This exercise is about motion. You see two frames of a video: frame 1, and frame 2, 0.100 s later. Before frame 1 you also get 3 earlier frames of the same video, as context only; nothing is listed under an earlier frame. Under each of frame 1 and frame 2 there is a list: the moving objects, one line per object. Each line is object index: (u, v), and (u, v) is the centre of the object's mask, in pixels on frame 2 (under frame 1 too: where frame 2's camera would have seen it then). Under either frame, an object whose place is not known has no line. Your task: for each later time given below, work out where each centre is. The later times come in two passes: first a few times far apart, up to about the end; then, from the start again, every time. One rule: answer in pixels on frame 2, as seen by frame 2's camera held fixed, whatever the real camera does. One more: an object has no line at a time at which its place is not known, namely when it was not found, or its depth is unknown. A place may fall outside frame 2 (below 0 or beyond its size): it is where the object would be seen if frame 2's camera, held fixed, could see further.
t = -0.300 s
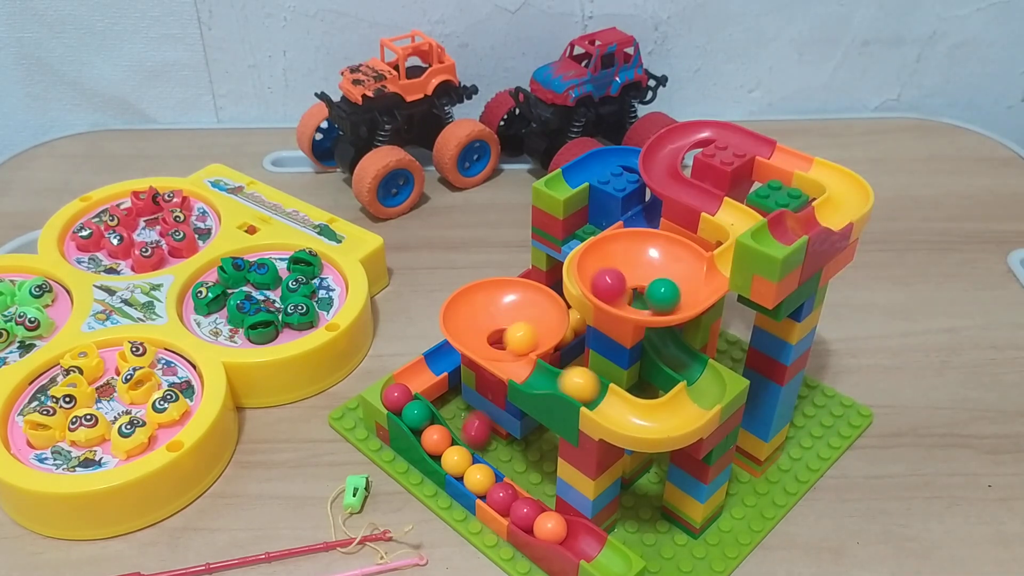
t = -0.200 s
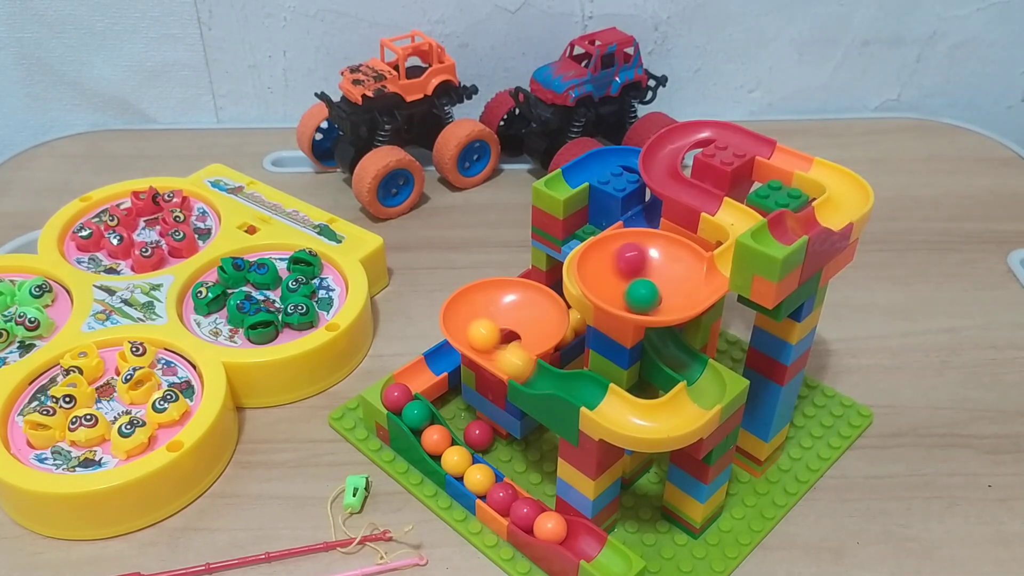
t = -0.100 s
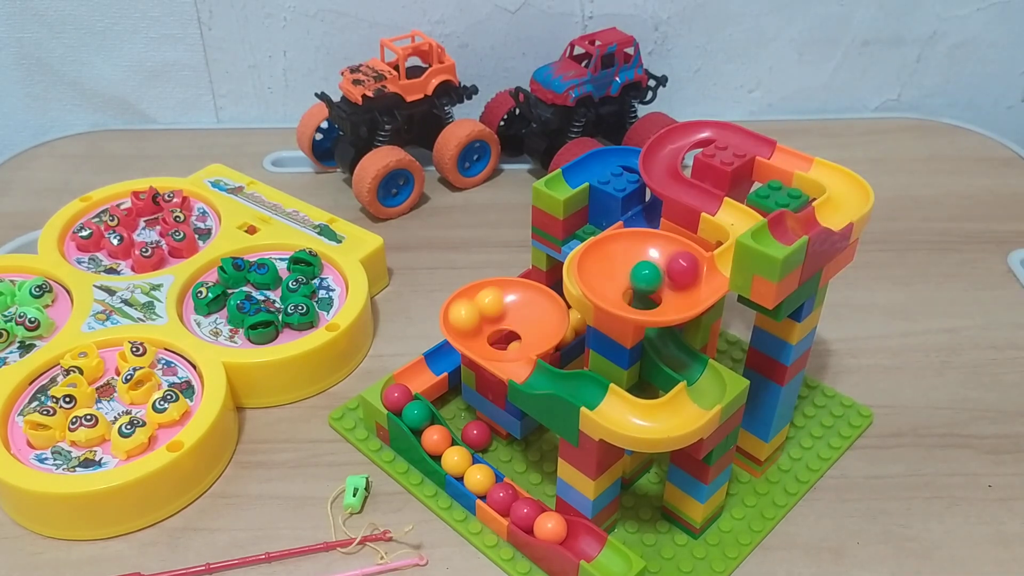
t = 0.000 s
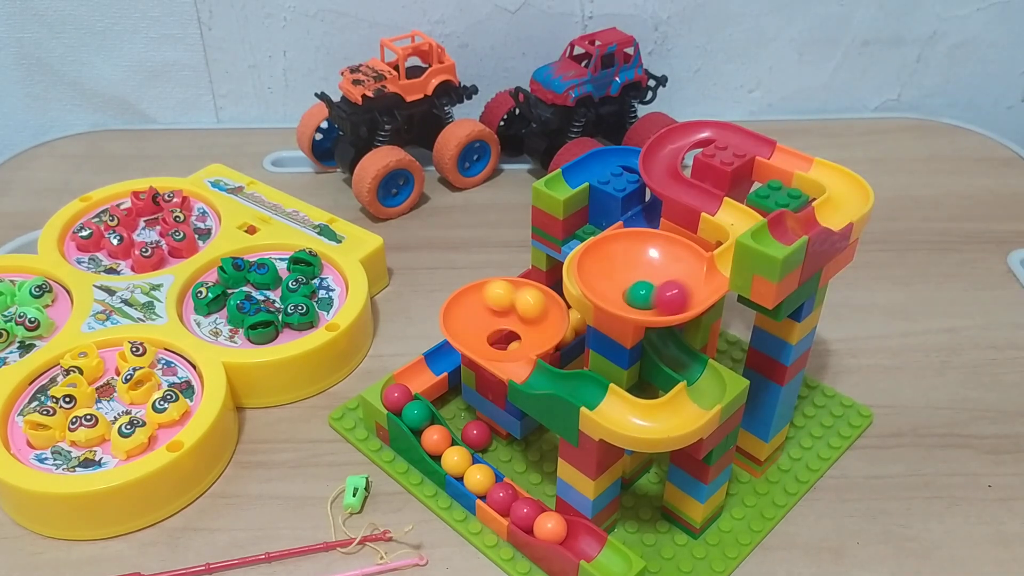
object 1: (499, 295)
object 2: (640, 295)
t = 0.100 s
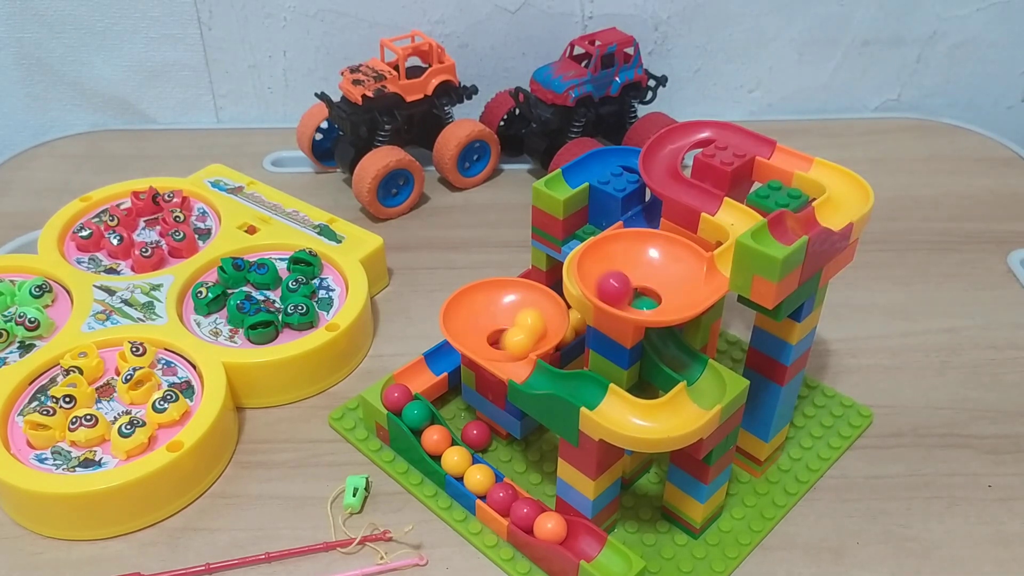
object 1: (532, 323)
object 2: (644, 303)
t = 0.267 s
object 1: (487, 335)
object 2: (698, 398)
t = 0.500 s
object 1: (529, 333)
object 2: (590, 391)
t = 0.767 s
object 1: (494, 300)
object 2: (470, 318)
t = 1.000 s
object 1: (504, 345)
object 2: (529, 329)
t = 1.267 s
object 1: (527, 308)
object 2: (489, 307)
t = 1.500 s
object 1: (478, 325)
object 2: (514, 340)
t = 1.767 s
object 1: (518, 339)
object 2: (511, 310)
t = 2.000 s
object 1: (499, 304)
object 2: (491, 336)
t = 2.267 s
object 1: (489, 340)
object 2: (527, 320)
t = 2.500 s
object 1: (529, 313)
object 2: (483, 324)
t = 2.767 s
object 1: (493, 314)
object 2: (521, 328)
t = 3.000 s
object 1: (502, 335)
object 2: (476, 317)
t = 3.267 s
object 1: (505, 335)
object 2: (527, 314)
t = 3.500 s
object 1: (500, 332)
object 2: (530, 326)
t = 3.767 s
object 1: (499, 331)
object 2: (526, 334)
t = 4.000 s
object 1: (500, 331)
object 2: (529, 330)
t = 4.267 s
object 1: (500, 331)
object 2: (529, 330)
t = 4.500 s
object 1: (500, 331)
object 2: (529, 330)
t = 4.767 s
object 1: (500, 331)
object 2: (529, 330)
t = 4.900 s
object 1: (500, 331)
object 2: (529, 330)
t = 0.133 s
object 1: (527, 336)
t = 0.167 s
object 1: (519, 341)
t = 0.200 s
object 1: (508, 343)
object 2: (694, 367)
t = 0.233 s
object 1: (496, 341)
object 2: (707, 387)
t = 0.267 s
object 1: (487, 335)
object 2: (698, 398)
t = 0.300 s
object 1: (480, 325)
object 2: (686, 408)
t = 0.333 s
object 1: (480, 314)
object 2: (671, 415)
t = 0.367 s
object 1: (496, 302)
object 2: (636, 416)
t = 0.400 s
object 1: (509, 304)
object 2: (619, 410)
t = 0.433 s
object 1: (519, 310)
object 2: (605, 401)
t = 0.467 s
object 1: (528, 321)
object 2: (597, 395)
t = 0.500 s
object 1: (529, 333)
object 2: (590, 391)
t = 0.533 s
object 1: (523, 340)
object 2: (580, 387)
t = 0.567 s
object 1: (512, 344)
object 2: (570, 381)
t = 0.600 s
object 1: (501, 342)
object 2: (554, 379)
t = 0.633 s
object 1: (489, 337)
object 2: (531, 374)
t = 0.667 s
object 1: (481, 329)
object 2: (507, 358)
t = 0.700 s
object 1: (479, 318)
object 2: (489, 344)
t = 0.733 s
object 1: (484, 308)
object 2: (475, 332)
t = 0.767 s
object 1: (494, 300)
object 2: (470, 318)
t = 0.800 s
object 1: (508, 295)
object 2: (471, 307)
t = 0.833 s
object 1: (520, 297)
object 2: (480, 300)
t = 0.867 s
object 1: (529, 308)
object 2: (495, 301)
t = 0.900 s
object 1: (531, 322)
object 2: (509, 304)
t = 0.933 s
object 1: (528, 334)
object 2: (520, 309)
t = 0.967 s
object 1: (517, 342)
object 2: (529, 318)
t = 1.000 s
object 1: (504, 345)
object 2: (529, 329)
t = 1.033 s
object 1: (489, 342)
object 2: (524, 336)
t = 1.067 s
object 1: (480, 335)
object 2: (514, 341)
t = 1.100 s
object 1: (476, 324)
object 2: (503, 341)
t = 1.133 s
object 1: (480, 311)
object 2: (492, 338)
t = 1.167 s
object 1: (490, 300)
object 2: (483, 331)
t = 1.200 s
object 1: (504, 295)
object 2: (480, 322)
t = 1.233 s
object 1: (517, 299)
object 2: (482, 313)
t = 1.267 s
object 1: (527, 308)
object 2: (489, 307)
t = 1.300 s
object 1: (530, 321)
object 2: (499, 305)
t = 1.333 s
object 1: (526, 334)
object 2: (510, 307)
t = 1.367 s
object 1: (516, 341)
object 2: (521, 313)
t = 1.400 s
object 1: (503, 344)
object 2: (527, 322)
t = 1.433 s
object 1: (490, 341)
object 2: (527, 330)
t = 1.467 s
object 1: (481, 335)
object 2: (522, 336)
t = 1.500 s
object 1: (478, 325)
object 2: (514, 340)
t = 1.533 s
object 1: (481, 314)
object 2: (503, 340)
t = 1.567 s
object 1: (491, 304)
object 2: (493, 337)
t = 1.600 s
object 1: (503, 299)
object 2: (485, 330)
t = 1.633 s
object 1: (515, 300)
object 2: (482, 322)
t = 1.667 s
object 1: (525, 309)
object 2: (485, 313)
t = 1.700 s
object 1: (530, 320)
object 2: (492, 307)
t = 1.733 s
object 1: (527, 331)
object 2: (501, 306)
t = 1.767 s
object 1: (518, 339)
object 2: (511, 310)
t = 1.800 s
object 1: (506, 342)
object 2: (520, 316)
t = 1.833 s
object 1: (493, 341)
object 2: (524, 325)
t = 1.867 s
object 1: (483, 336)
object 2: (524, 332)
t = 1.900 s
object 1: (478, 328)
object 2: (518, 337)
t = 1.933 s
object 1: (479, 318)
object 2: (509, 340)
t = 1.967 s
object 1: (487, 309)
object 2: (500, 339)
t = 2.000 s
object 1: (499, 304)
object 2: (491, 336)
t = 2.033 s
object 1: (511, 303)
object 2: (484, 329)
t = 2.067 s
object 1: (523, 308)
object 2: (482, 320)
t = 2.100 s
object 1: (529, 316)
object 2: (485, 311)
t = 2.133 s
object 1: (528, 327)
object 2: (493, 305)
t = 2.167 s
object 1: (522, 335)
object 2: (503, 304)
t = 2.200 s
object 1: (511, 340)
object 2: (512, 308)
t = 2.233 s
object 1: (499, 341)
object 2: (521, 314)
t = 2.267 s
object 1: (489, 340)
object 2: (527, 320)
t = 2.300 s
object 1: (484, 338)
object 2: (530, 328)
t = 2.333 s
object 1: (483, 335)
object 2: (527, 334)
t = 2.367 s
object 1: (486, 329)
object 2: (519, 339)
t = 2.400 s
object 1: (492, 321)
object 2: (507, 340)
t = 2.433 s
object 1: (510, 315)
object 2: (497, 338)
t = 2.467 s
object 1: (520, 314)
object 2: (488, 332)
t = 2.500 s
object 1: (529, 313)
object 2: (483, 324)
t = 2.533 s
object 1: (531, 316)
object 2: (484, 315)
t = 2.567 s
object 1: (529, 321)
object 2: (490, 309)
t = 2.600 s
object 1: (519, 328)
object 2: (498, 306)
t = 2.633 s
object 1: (506, 334)
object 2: (509, 307)
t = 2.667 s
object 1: (495, 330)
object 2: (516, 310)
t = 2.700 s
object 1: (491, 323)
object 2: (521, 314)
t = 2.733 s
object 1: (490, 317)
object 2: (523, 321)
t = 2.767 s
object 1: (493, 314)
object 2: (521, 328)
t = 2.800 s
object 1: (497, 312)
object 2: (512, 334)
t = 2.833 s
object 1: (503, 312)
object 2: (501, 336)
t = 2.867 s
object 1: (509, 317)
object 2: (489, 335)
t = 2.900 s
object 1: (511, 325)
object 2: (483, 331)
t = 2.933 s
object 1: (509, 333)
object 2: (478, 327)
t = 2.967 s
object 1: (505, 335)
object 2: (475, 322)
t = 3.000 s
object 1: (502, 335)
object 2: (476, 317)
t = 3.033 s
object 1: (503, 335)
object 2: (481, 313)
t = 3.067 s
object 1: (505, 335)
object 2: (488, 310)
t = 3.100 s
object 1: (506, 334)
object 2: (497, 307)
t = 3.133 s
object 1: (507, 334)
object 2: (506, 305)
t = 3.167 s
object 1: (507, 334)
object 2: (514, 306)
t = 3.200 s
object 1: (507, 334)
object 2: (520, 308)
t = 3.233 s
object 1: (506, 335)
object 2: (525, 311)
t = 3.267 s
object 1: (505, 335)
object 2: (527, 314)
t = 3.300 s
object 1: (503, 335)
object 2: (528, 316)
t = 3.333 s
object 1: (501, 334)
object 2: (528, 318)
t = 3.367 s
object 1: (500, 333)
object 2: (529, 319)
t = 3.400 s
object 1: (500, 332)
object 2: (530, 321)
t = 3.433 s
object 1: (500, 332)
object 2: (530, 322)
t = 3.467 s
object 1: (500, 332)
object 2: (530, 324)
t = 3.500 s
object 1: (500, 332)
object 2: (530, 326)
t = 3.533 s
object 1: (500, 332)
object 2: (530, 328)
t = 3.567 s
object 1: (500, 332)
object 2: (529, 329)
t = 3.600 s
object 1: (500, 332)
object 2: (529, 330)
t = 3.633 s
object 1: (499, 332)
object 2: (528, 331)
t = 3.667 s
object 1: (499, 331)
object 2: (526, 334)
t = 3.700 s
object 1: (499, 331)
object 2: (526, 334)
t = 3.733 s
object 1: (499, 331)
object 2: (526, 334)
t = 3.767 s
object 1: (499, 331)
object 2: (526, 334)
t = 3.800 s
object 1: (499, 331)
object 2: (526, 334)
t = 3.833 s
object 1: (499, 331)
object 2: (527, 333)
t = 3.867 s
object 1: (499, 331)
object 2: (527, 333)
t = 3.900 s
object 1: (500, 331)
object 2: (528, 332)
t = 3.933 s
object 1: (500, 331)
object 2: (529, 331)
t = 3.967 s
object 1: (500, 331)
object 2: (529, 330)
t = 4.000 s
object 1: (500, 331)
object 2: (529, 330)
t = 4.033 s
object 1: (500, 331)
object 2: (529, 330)
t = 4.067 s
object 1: (500, 331)
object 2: (529, 330)
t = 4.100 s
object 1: (500, 331)
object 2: (529, 330)
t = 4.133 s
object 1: (500, 331)
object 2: (529, 330)
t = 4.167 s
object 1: (500, 331)
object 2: (529, 330)
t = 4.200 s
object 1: (500, 331)
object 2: (529, 330)
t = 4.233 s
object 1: (500, 331)
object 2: (529, 330)
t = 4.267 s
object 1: (500, 331)
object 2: (529, 330)
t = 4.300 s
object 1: (500, 331)
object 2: (529, 330)
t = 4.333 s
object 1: (500, 331)
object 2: (529, 330)
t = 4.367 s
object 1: (500, 331)
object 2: (529, 330)
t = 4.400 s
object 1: (500, 331)
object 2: (529, 330)
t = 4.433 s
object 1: (500, 331)
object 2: (529, 330)
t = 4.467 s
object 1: (500, 331)
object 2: (529, 330)
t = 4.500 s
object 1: (500, 331)
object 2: (529, 330)
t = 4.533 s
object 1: (500, 331)
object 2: (529, 330)
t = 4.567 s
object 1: (500, 331)
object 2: (529, 330)
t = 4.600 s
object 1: (500, 331)
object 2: (529, 330)
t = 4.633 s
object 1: (500, 331)
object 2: (529, 330)
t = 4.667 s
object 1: (500, 331)
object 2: (529, 330)
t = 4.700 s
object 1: (500, 331)
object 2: (529, 330)
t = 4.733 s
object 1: (500, 331)
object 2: (529, 330)
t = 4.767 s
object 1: (500, 331)
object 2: (529, 330)
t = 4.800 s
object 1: (500, 331)
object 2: (529, 330)
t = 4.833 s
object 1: (500, 331)
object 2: (529, 330)
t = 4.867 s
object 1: (500, 331)
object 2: (529, 330)
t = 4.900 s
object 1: (500, 331)
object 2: (529, 330)
